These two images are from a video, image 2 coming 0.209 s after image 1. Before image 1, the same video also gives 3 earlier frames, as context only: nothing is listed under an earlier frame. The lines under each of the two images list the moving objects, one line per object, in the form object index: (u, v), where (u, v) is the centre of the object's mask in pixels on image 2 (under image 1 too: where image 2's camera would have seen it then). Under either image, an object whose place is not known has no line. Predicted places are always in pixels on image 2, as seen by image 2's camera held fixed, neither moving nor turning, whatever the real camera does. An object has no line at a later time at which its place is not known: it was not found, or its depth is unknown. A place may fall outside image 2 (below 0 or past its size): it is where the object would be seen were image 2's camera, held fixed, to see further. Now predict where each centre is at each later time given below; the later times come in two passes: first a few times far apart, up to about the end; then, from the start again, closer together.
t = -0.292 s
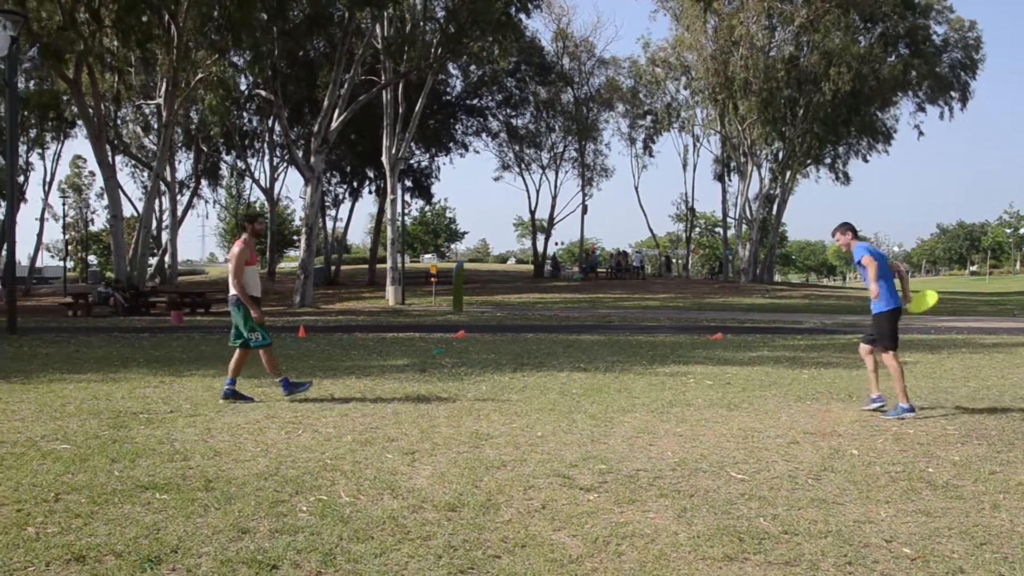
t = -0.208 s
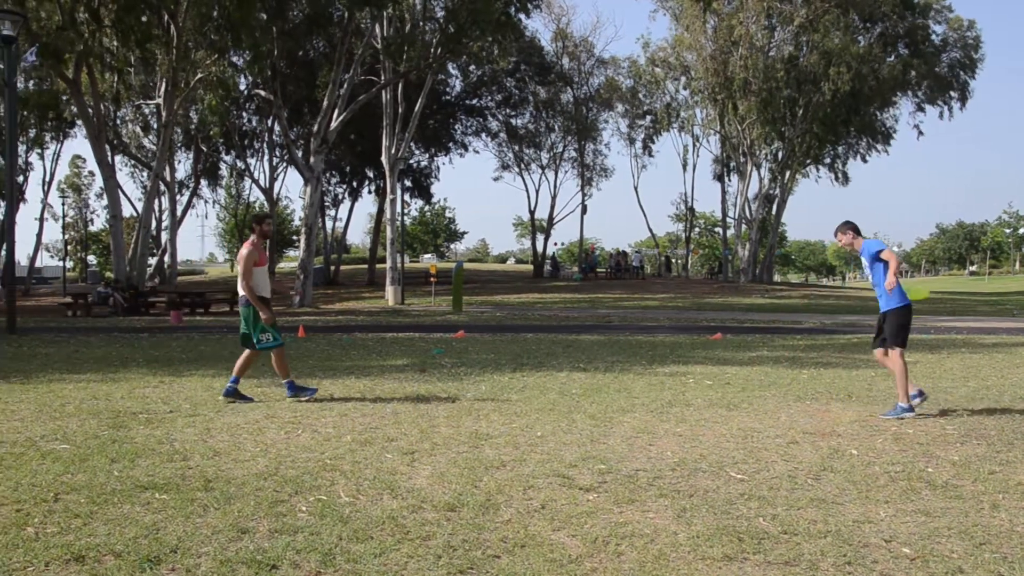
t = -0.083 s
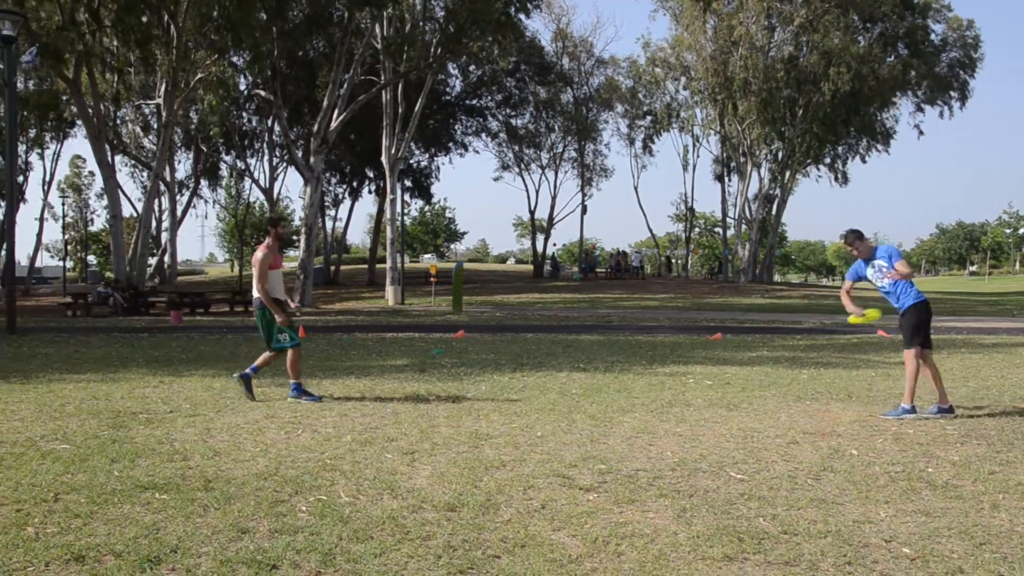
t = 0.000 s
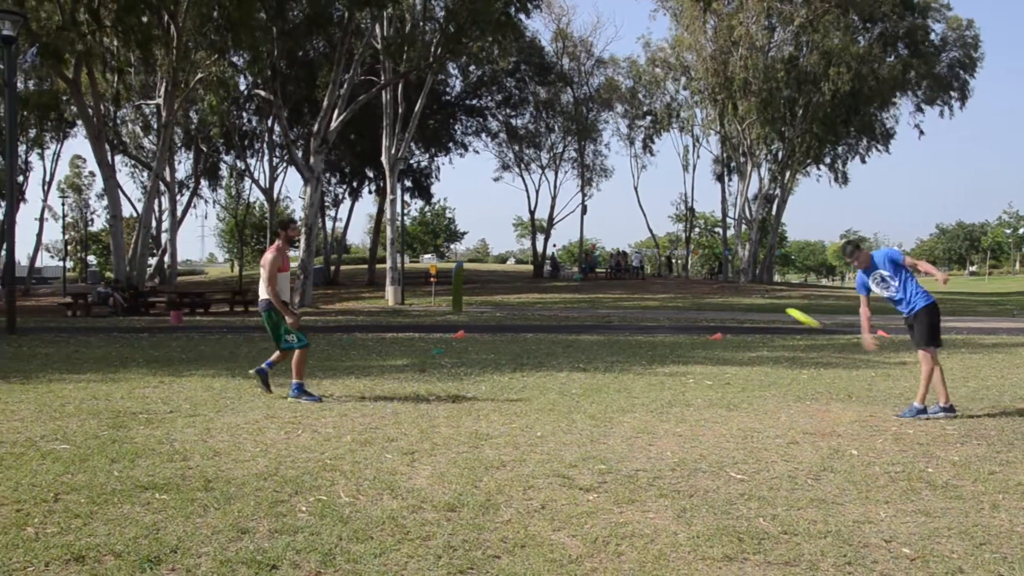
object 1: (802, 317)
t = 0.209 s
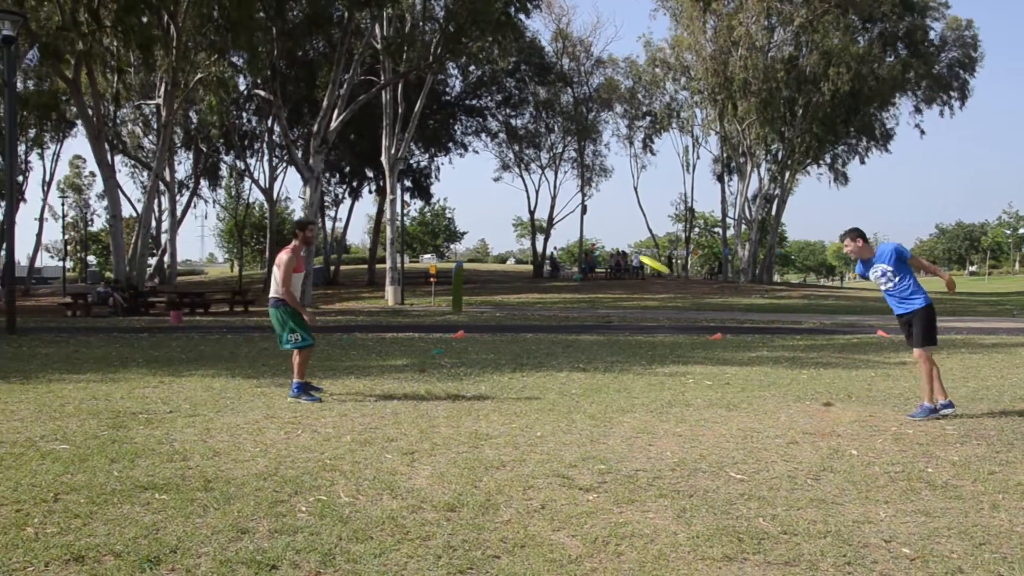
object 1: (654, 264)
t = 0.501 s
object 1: (521, 204)
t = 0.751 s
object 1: (448, 174)
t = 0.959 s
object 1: (413, 165)
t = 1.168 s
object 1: (392, 164)
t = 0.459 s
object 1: (536, 211)
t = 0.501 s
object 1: (521, 204)
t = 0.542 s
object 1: (506, 198)
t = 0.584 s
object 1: (494, 193)
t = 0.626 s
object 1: (480, 187)
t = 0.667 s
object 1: (469, 183)
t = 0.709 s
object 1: (459, 179)
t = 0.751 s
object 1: (448, 174)
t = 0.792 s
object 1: (439, 172)
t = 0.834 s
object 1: (432, 169)
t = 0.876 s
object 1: (426, 168)
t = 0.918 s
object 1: (420, 166)
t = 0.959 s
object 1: (413, 165)
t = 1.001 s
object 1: (408, 164)
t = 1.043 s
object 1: (403, 164)
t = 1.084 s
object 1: (398, 164)
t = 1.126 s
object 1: (395, 164)
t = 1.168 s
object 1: (392, 164)
